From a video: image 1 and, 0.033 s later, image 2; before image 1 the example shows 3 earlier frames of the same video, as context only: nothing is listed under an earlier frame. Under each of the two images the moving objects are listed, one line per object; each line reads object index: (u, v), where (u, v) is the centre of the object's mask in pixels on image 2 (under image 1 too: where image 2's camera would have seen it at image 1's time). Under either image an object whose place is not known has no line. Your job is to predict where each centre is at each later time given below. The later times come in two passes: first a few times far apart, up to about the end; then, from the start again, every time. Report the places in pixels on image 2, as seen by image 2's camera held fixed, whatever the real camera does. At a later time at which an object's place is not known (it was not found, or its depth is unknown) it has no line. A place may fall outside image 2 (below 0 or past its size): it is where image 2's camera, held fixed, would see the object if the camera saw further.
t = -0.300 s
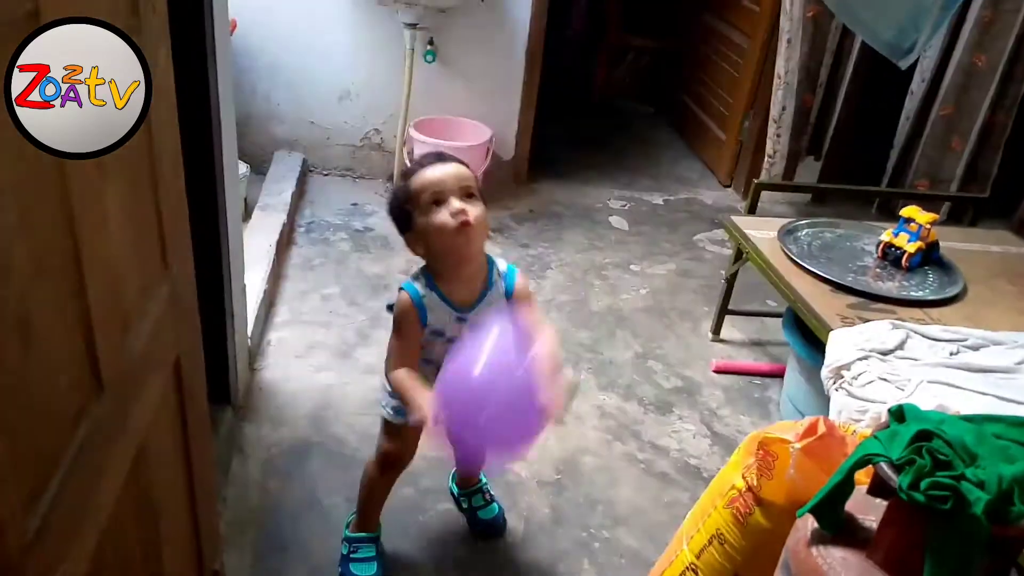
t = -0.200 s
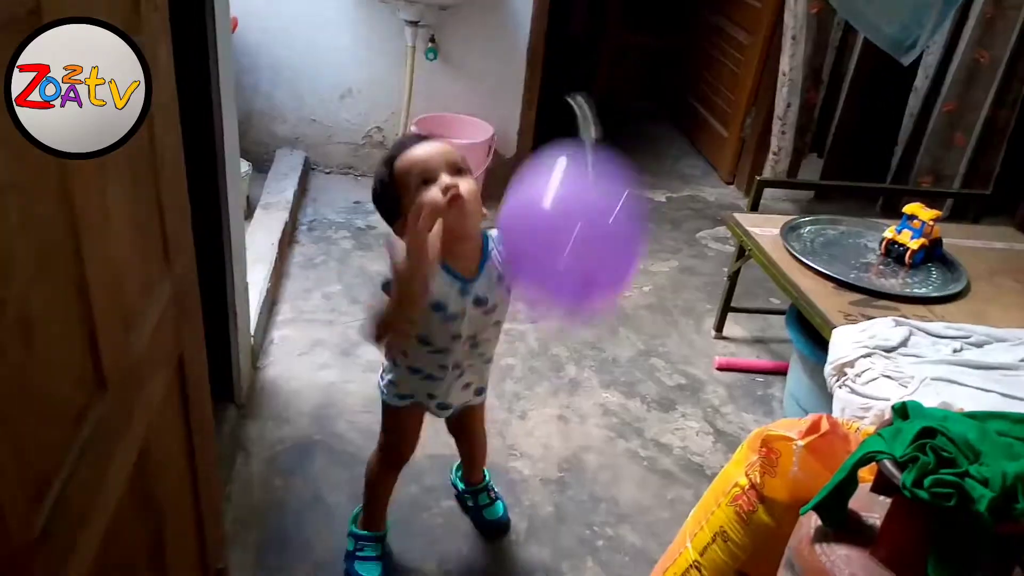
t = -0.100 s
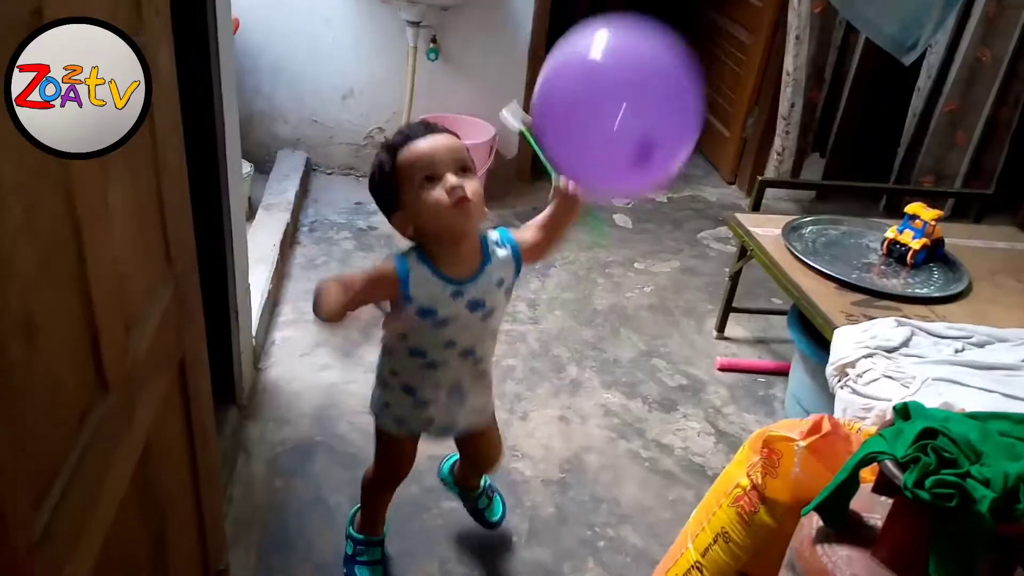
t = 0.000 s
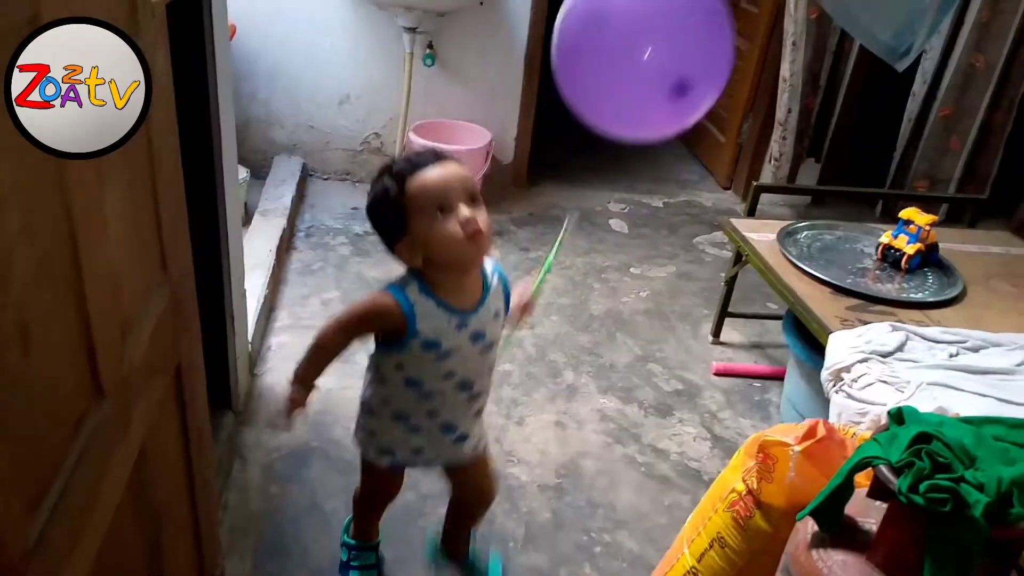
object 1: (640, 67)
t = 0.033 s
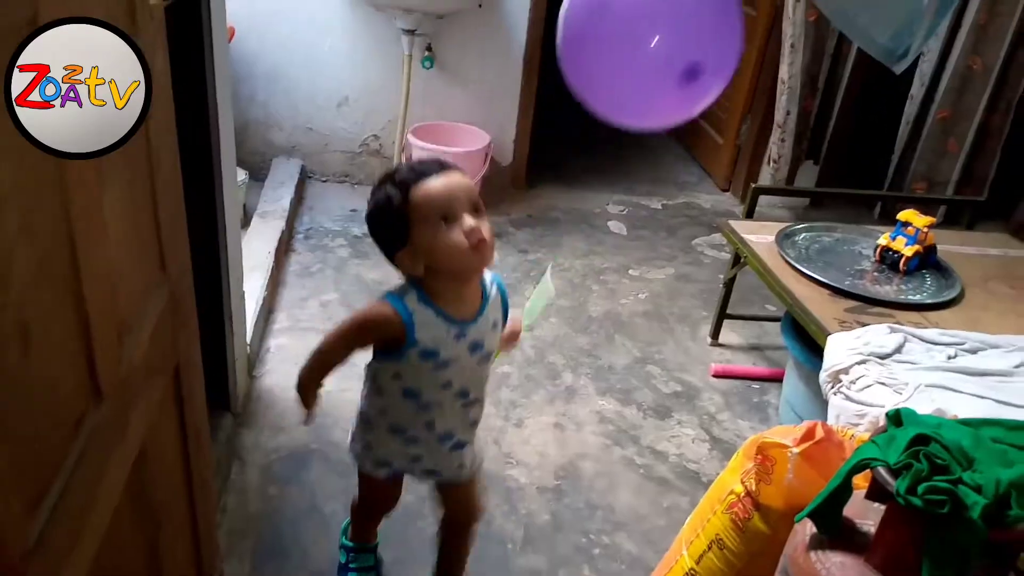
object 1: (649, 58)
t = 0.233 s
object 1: (691, 29)
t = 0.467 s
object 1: (727, 39)
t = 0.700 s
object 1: (772, 81)
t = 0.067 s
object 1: (657, 51)
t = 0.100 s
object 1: (664, 46)
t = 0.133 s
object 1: (672, 40)
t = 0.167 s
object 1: (679, 36)
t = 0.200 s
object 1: (686, 32)
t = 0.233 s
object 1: (691, 29)
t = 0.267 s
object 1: (695, 28)
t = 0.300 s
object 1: (697, 27)
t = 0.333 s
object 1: (699, 29)
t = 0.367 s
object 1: (704, 33)
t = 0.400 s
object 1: (711, 36)
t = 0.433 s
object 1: (719, 37)
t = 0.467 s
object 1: (727, 39)
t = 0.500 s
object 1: (732, 42)
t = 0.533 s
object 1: (742, 46)
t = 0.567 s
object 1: (749, 51)
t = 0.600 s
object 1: (755, 56)
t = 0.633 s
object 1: (761, 63)
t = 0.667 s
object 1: (767, 71)
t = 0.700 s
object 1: (772, 81)
